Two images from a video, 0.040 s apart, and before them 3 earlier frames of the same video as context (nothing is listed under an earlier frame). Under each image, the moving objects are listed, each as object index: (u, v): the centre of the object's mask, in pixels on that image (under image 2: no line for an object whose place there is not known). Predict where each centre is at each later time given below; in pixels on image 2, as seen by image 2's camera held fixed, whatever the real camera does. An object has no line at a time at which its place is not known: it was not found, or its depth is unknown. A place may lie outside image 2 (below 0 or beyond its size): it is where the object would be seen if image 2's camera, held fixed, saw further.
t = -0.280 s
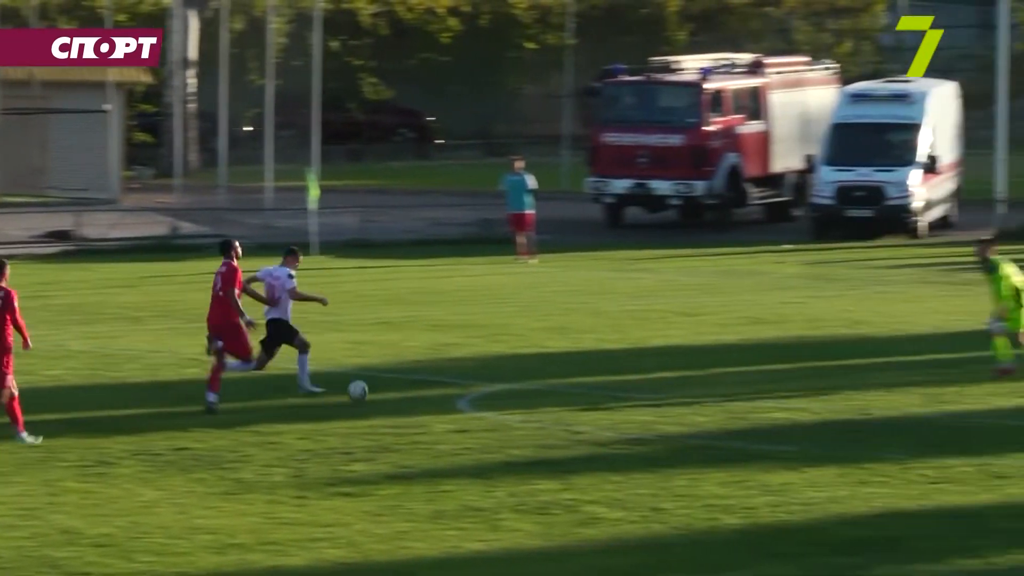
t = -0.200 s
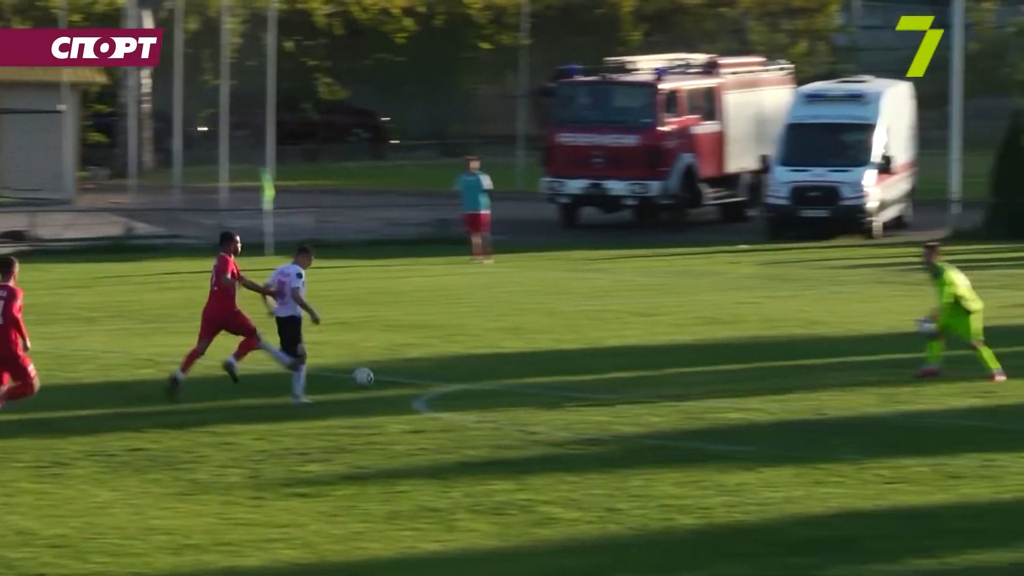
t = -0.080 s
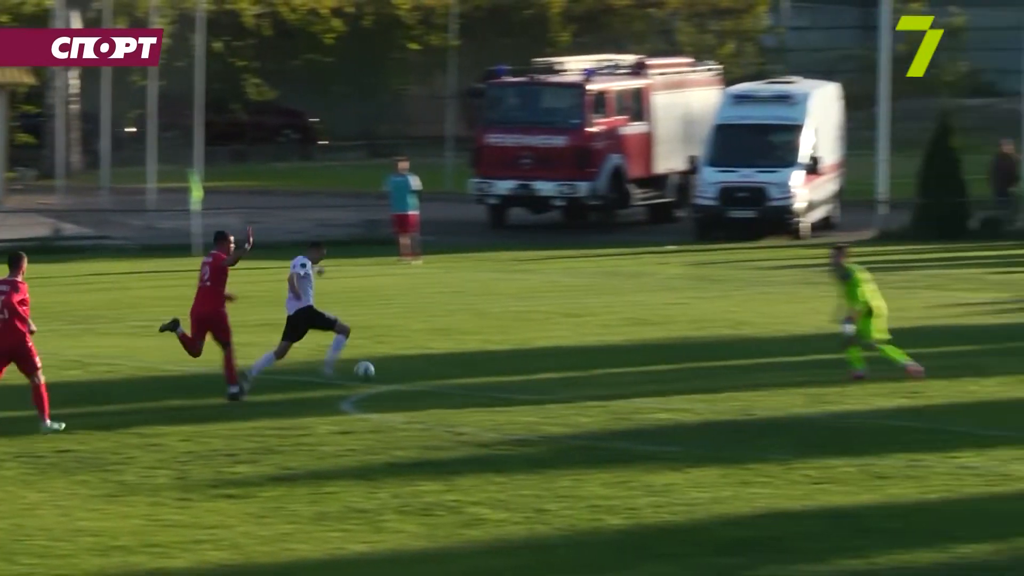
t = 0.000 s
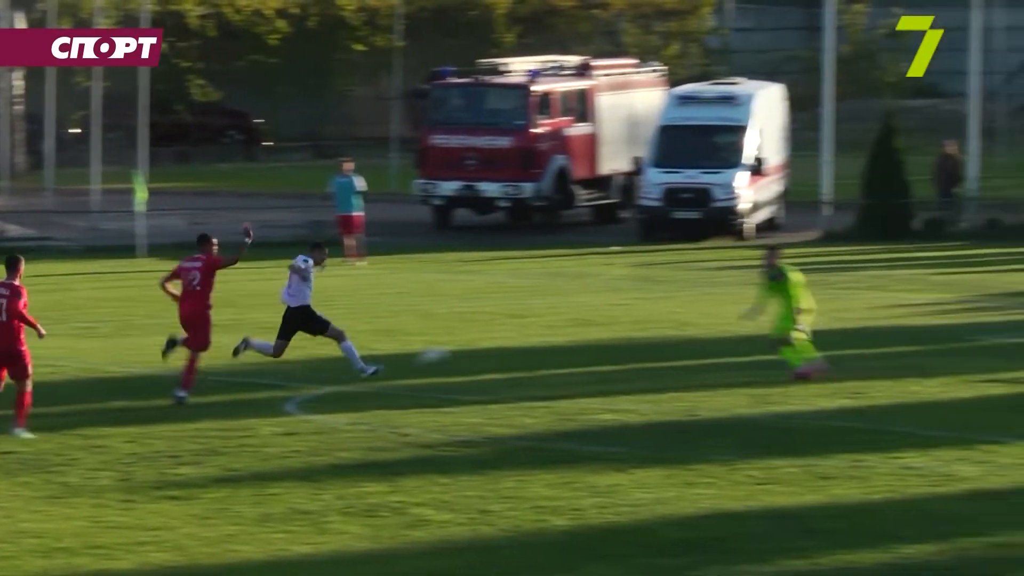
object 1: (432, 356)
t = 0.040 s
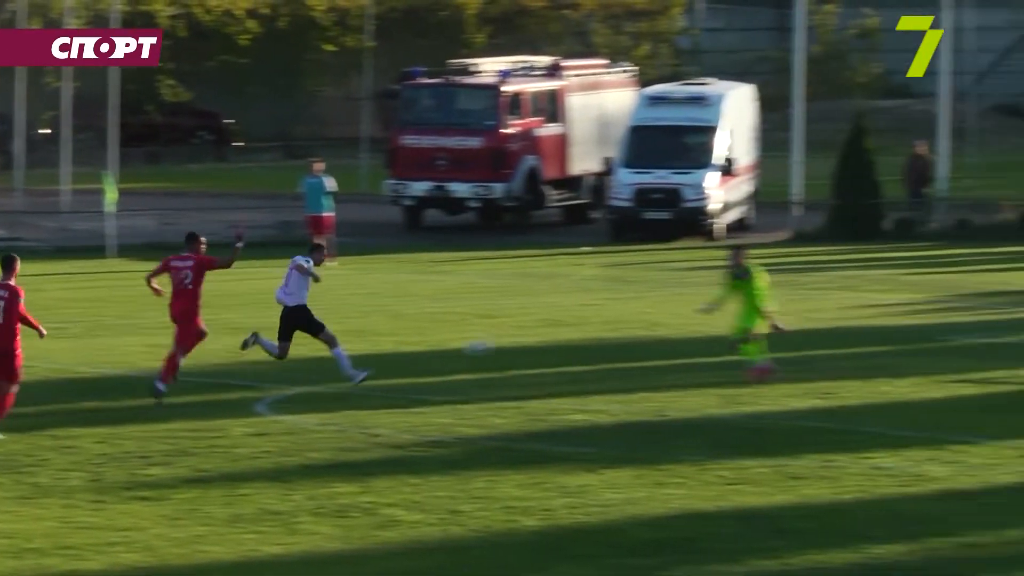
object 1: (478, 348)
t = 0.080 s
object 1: (553, 339)
